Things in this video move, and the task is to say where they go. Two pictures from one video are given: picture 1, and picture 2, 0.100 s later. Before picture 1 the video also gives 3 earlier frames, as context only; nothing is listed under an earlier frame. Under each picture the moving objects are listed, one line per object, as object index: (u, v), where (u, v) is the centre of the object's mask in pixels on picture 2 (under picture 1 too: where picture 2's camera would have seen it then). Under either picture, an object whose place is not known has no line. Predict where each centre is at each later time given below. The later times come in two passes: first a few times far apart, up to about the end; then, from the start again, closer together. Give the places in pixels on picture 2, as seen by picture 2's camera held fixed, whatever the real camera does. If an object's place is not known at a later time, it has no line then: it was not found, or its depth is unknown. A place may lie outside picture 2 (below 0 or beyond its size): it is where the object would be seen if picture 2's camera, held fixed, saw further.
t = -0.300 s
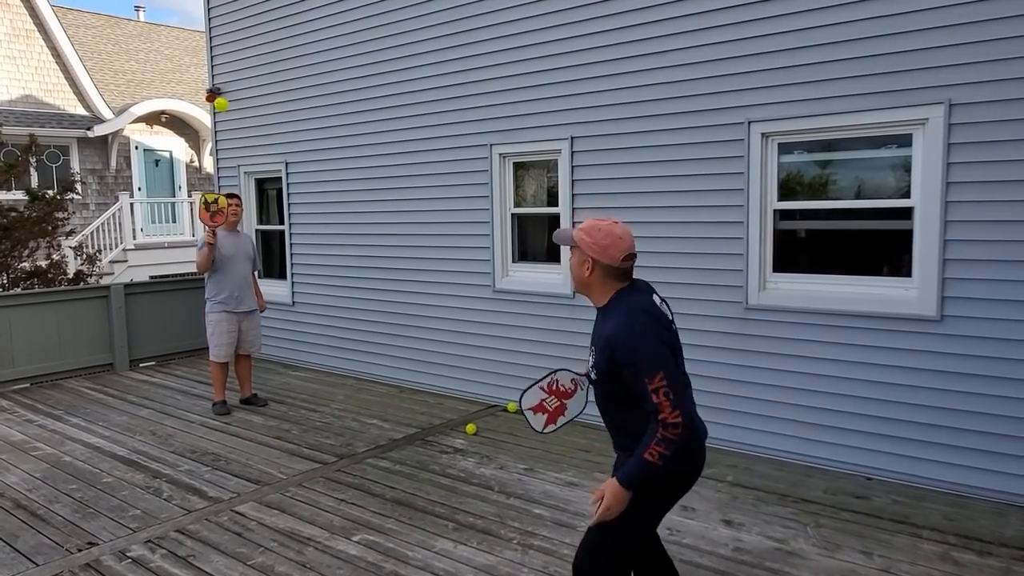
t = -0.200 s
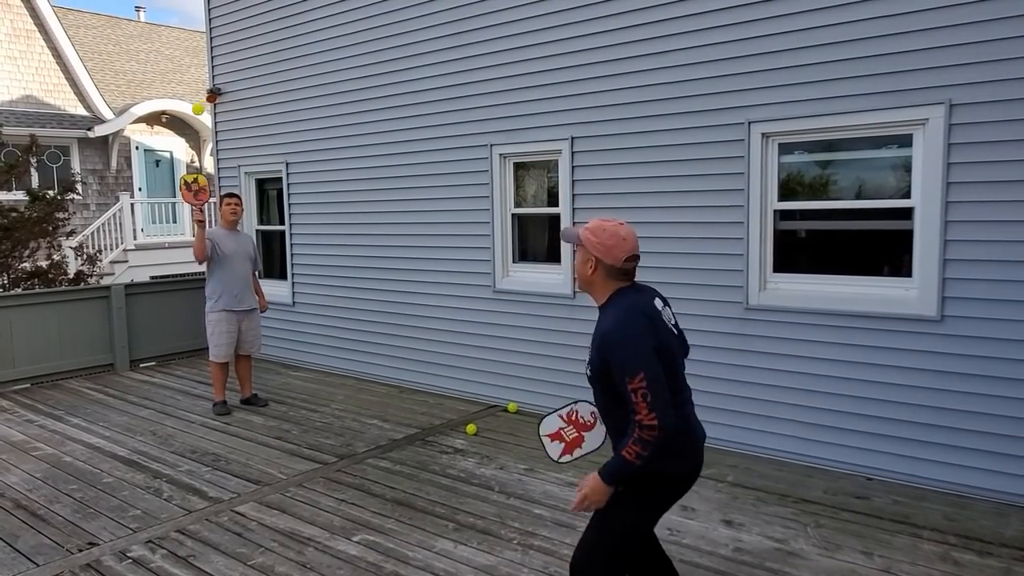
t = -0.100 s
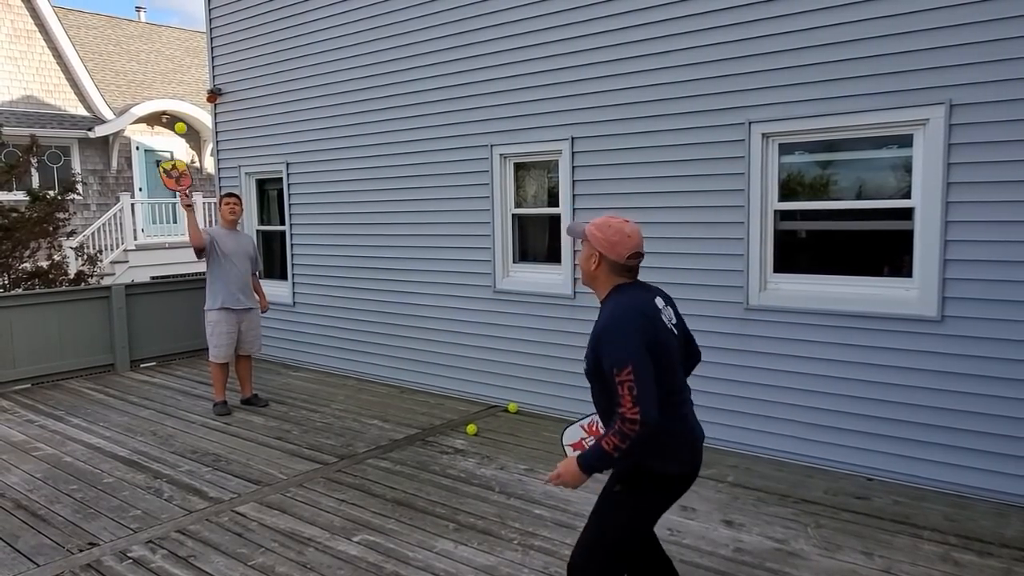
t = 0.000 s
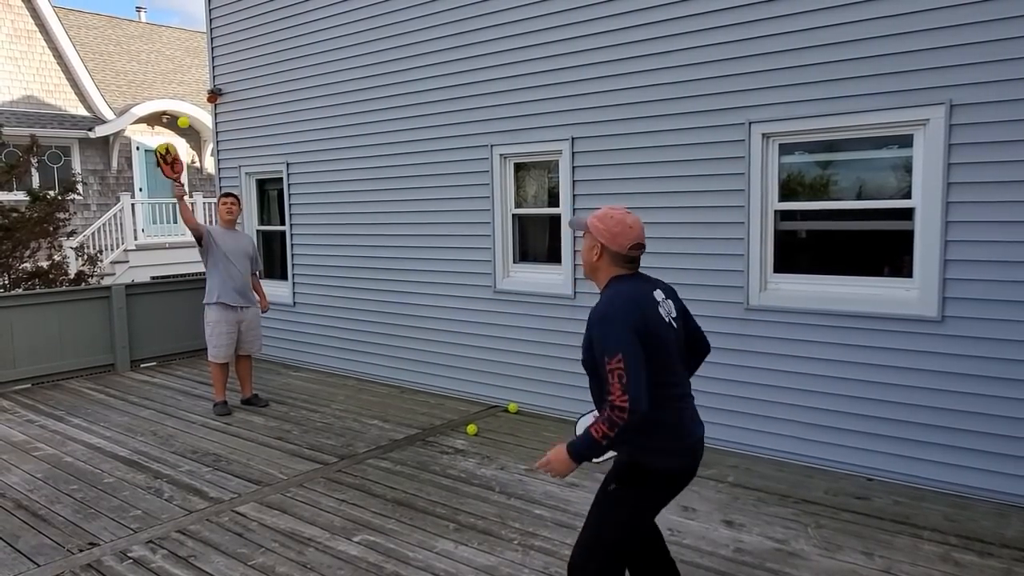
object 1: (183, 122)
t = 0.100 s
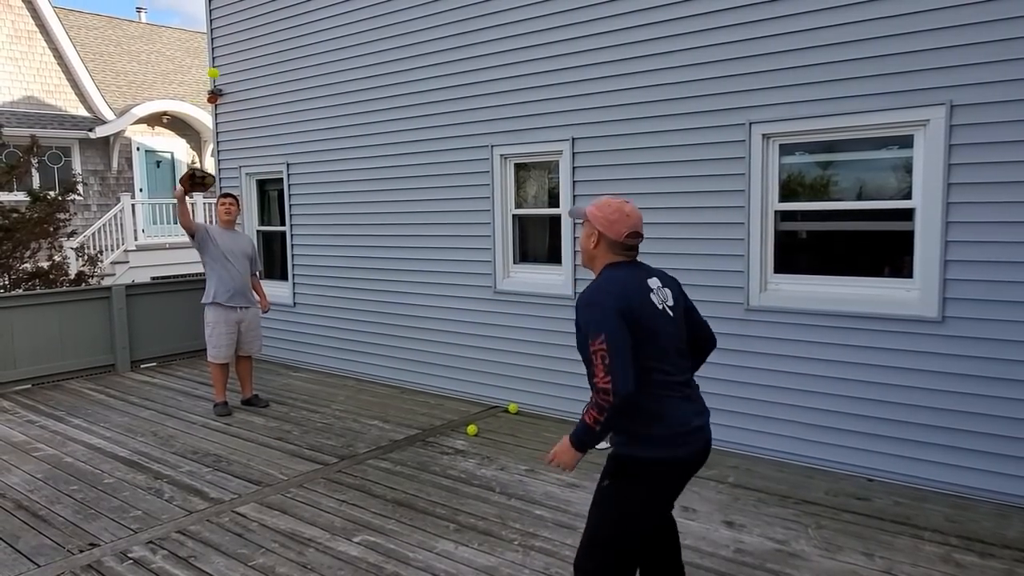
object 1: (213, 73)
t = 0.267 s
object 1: (269, 17)
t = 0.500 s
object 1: (364, 5)
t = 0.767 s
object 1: (490, 111)
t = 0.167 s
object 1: (234, 46)
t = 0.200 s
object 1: (246, 35)
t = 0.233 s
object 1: (257, 25)
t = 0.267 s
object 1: (269, 17)
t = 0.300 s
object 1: (281, 10)
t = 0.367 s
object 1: (308, 3)
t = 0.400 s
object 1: (321, 2)
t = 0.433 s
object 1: (335, 2)
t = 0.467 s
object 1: (349, 2)
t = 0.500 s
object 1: (364, 5)
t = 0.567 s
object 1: (393, 19)
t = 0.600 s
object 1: (409, 29)
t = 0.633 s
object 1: (425, 41)
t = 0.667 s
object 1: (440, 56)
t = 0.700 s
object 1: (457, 72)
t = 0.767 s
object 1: (490, 111)
